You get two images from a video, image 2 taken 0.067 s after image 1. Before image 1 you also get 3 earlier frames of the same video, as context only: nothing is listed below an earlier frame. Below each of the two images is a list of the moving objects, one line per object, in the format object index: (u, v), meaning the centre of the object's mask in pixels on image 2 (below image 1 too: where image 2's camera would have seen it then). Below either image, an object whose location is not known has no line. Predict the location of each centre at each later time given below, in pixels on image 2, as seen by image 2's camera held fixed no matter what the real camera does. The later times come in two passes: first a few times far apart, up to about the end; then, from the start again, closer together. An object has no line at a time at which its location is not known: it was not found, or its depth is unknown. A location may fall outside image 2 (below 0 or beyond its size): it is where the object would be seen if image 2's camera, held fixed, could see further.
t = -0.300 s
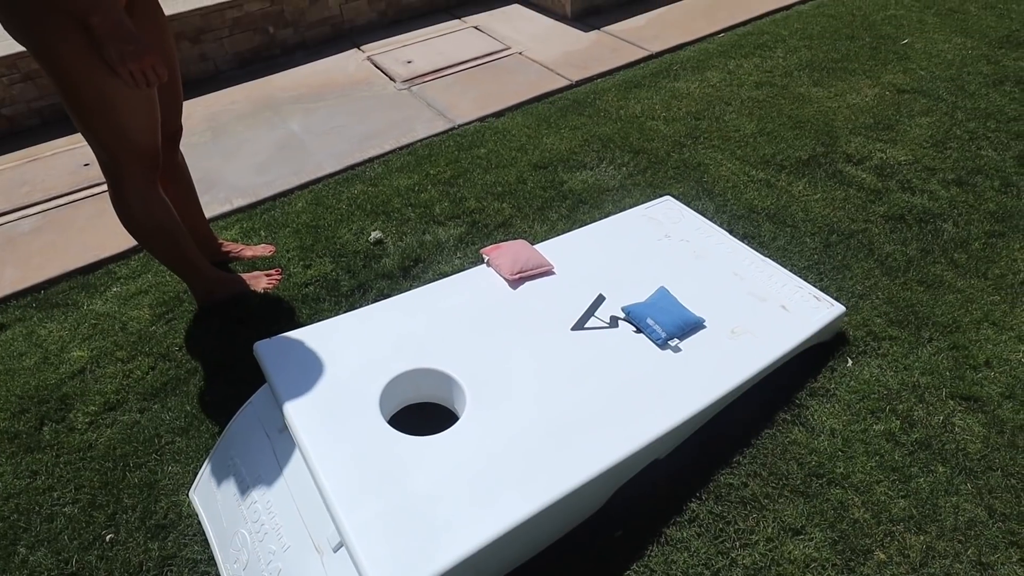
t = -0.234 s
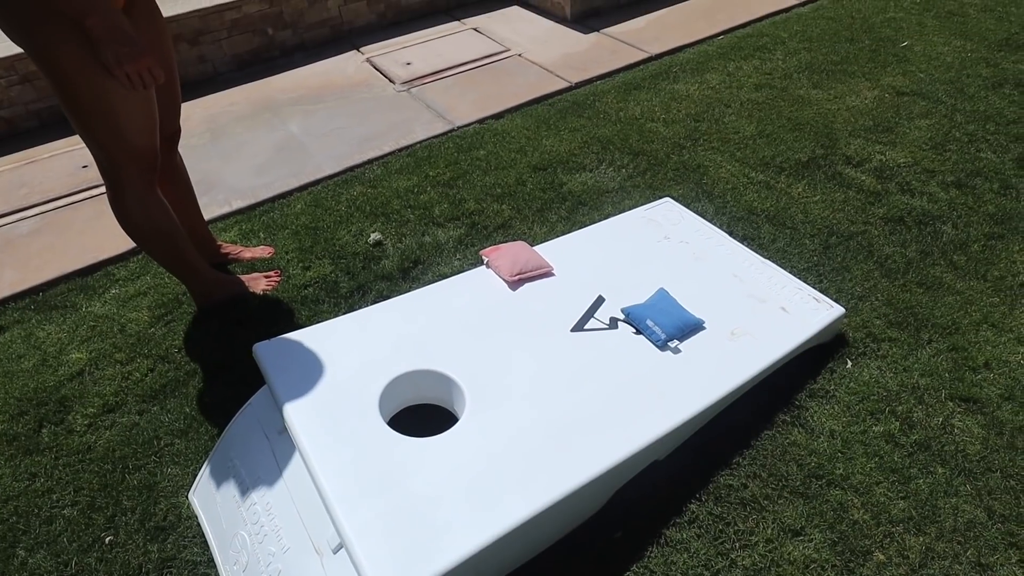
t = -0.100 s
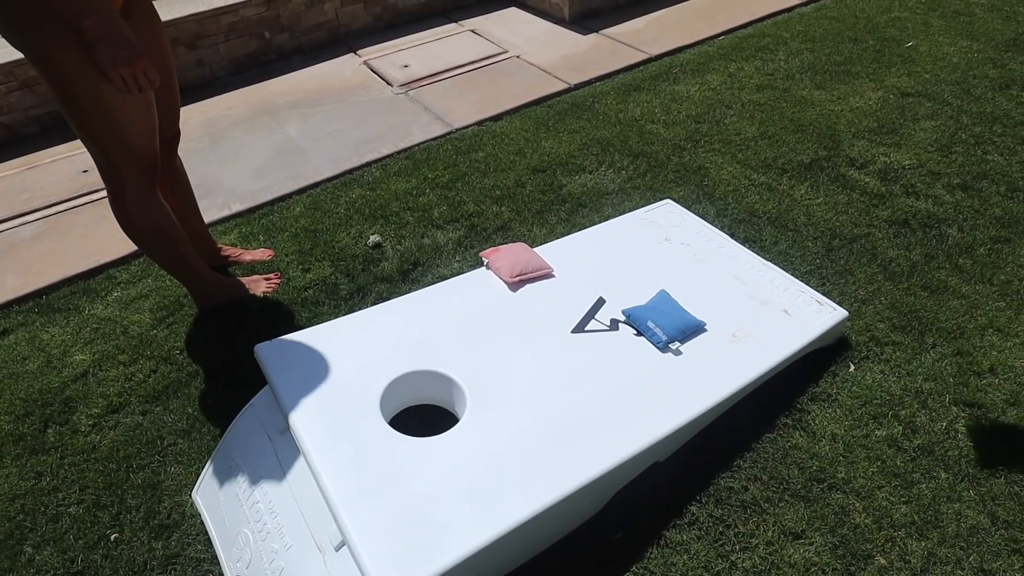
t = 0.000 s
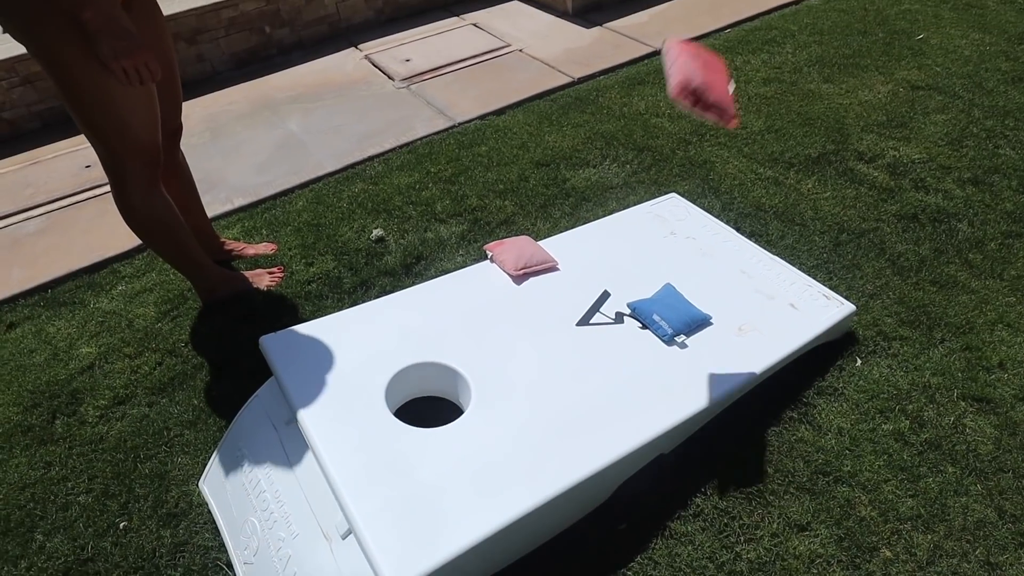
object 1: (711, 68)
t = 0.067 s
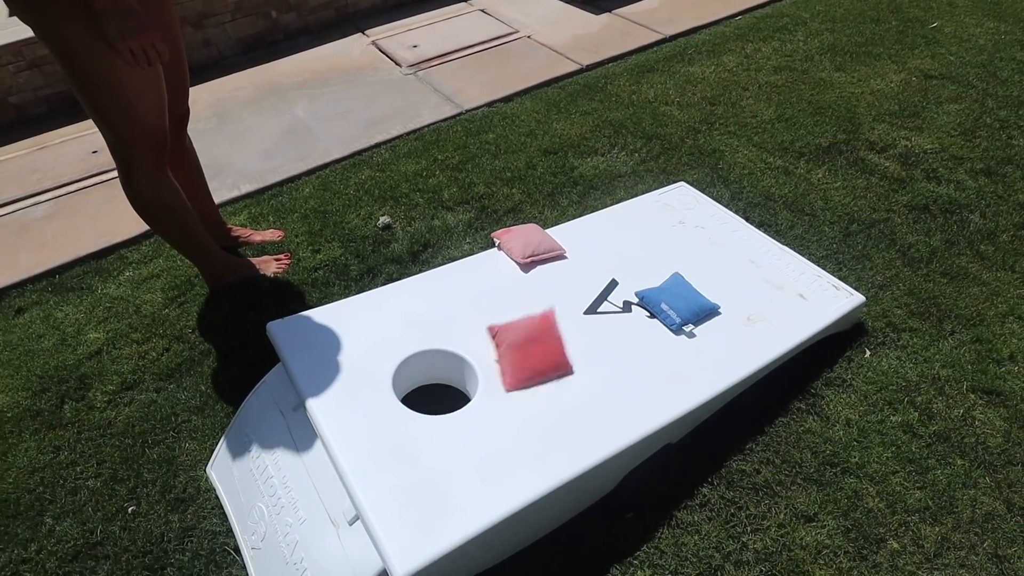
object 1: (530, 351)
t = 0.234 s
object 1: (435, 334)
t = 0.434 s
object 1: (388, 367)
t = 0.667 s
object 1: (389, 367)
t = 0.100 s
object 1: (504, 352)
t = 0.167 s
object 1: (470, 334)
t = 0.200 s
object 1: (452, 332)
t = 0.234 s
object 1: (435, 334)
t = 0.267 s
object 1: (419, 340)
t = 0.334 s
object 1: (389, 363)
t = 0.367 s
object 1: (386, 366)
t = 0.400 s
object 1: (387, 366)
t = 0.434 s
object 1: (388, 367)
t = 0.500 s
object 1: (388, 367)
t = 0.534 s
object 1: (388, 367)
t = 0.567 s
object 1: (388, 367)
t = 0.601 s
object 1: (388, 367)
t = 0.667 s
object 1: (389, 367)
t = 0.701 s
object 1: (389, 367)
